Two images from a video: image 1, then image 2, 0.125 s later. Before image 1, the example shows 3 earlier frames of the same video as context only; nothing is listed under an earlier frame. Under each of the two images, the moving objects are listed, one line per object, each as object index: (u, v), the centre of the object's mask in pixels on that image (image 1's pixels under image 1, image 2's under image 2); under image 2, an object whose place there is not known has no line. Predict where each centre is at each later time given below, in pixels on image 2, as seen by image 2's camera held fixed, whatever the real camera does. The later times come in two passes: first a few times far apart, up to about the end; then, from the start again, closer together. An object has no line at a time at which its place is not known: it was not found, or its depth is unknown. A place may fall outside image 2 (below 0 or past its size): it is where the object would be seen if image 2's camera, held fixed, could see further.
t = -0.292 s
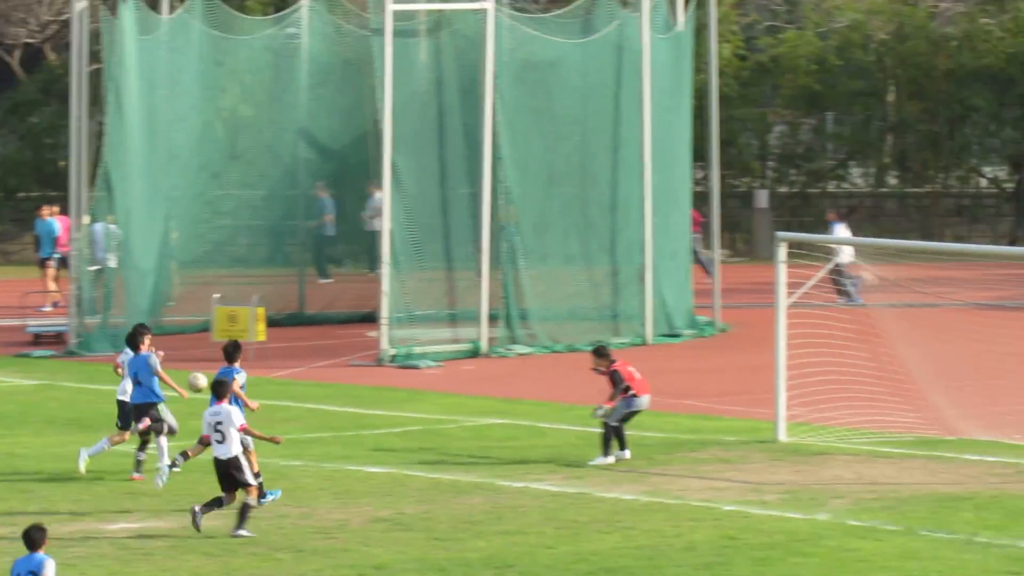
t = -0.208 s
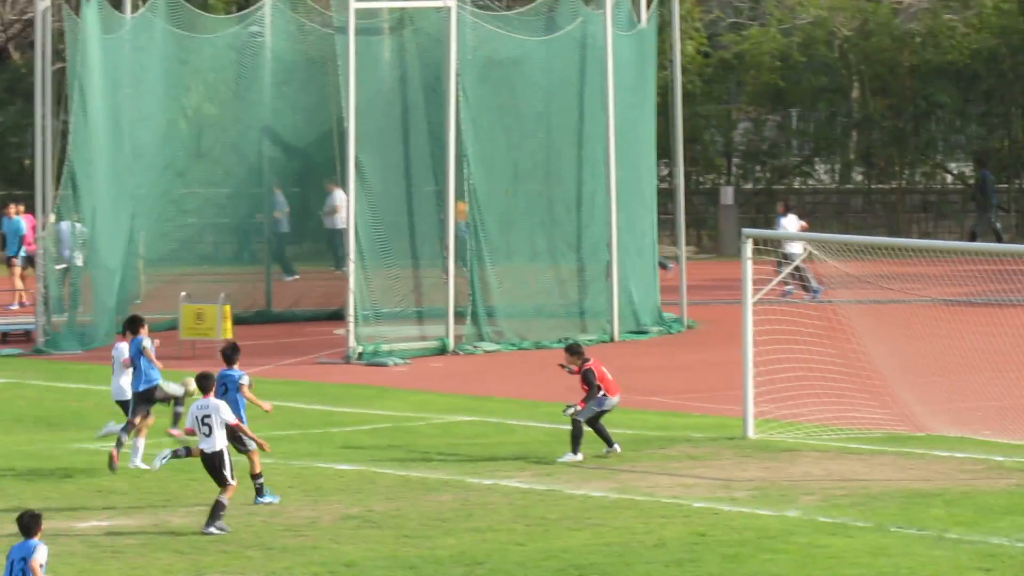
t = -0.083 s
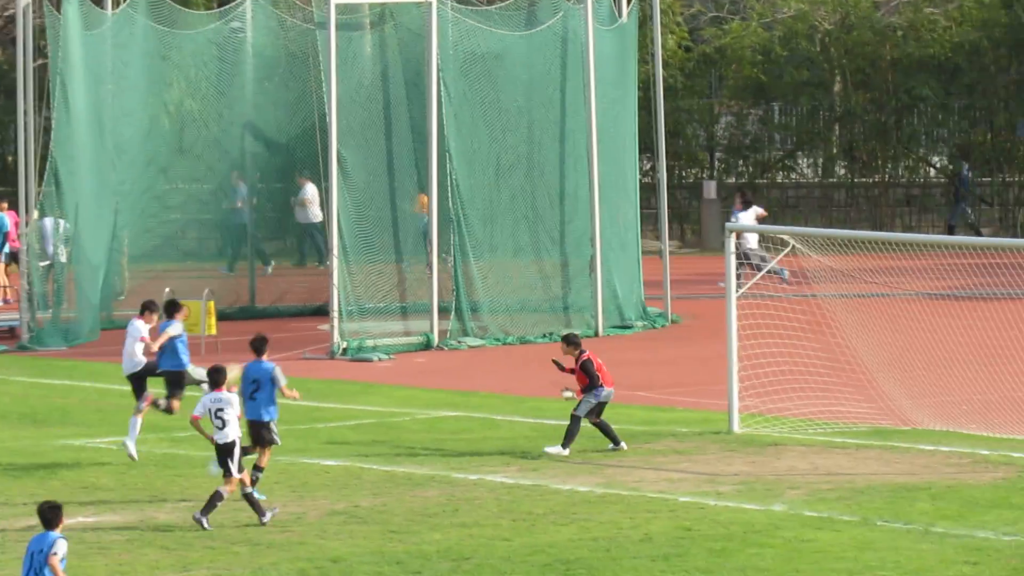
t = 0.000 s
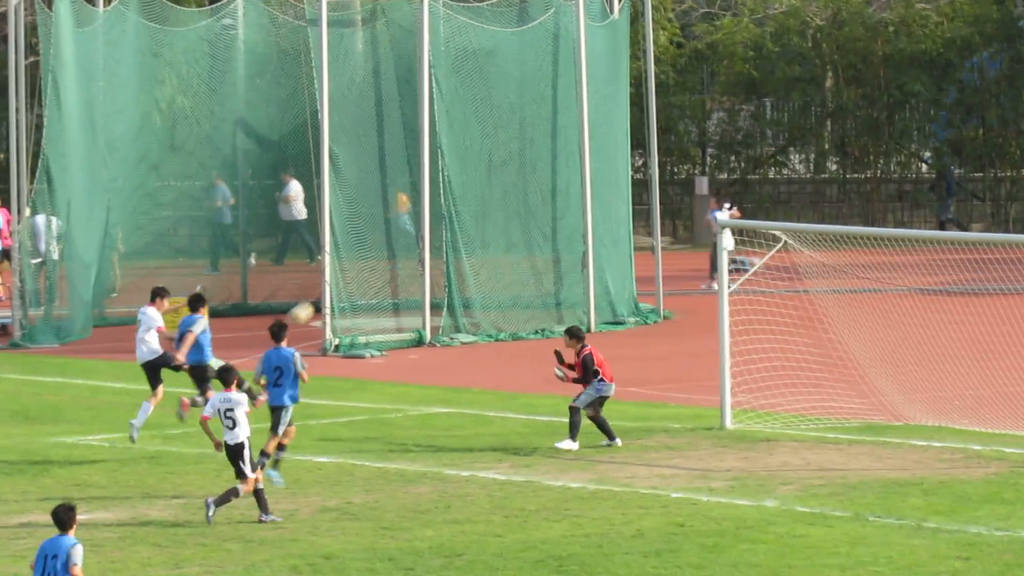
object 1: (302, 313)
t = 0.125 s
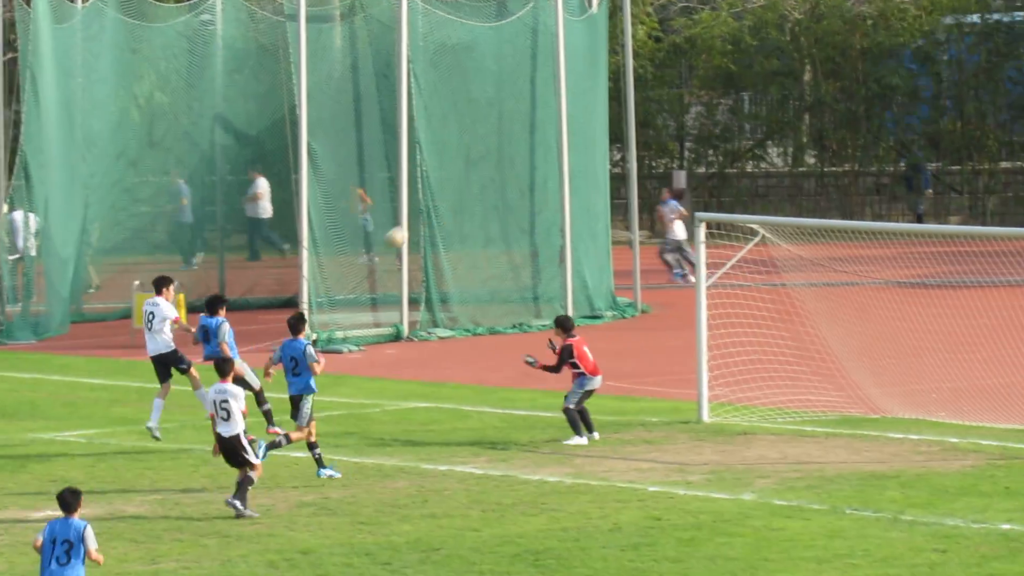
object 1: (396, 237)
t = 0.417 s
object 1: (653, 139)
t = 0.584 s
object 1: (790, 123)
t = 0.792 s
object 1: (951, 142)
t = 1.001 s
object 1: (1103, 201)
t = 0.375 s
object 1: (618, 148)
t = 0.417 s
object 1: (653, 139)
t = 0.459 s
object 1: (687, 133)
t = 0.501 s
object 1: (722, 128)
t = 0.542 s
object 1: (756, 125)
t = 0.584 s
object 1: (790, 123)
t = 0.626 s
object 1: (823, 124)
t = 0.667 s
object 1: (856, 126)
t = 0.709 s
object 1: (888, 130)
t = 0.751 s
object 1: (920, 136)
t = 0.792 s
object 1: (951, 142)
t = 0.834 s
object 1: (982, 151)
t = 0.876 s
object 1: (1013, 161)
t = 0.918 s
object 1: (1042, 173)
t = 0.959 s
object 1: (1075, 187)
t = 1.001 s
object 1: (1103, 201)
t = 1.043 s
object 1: (1131, 218)
